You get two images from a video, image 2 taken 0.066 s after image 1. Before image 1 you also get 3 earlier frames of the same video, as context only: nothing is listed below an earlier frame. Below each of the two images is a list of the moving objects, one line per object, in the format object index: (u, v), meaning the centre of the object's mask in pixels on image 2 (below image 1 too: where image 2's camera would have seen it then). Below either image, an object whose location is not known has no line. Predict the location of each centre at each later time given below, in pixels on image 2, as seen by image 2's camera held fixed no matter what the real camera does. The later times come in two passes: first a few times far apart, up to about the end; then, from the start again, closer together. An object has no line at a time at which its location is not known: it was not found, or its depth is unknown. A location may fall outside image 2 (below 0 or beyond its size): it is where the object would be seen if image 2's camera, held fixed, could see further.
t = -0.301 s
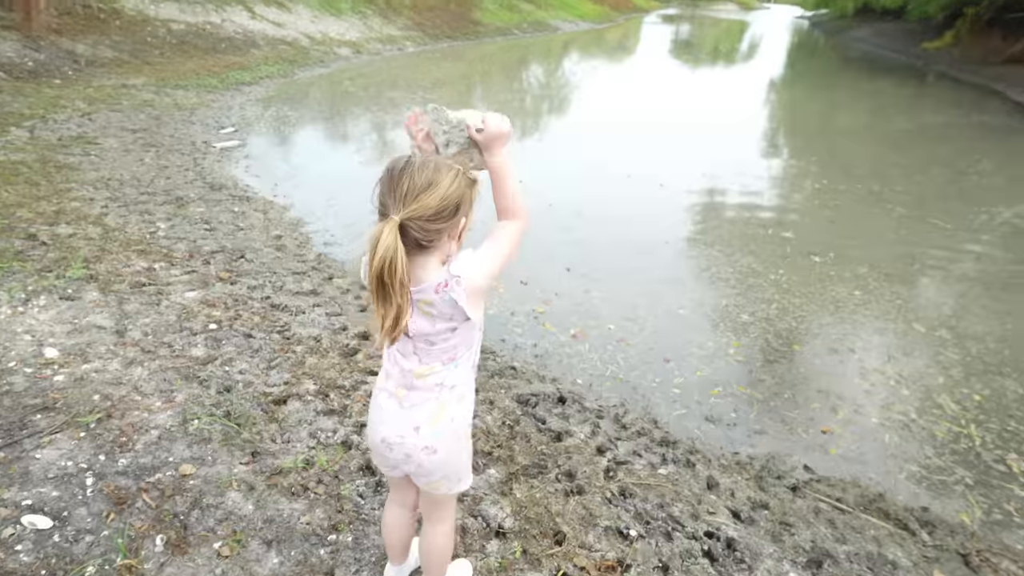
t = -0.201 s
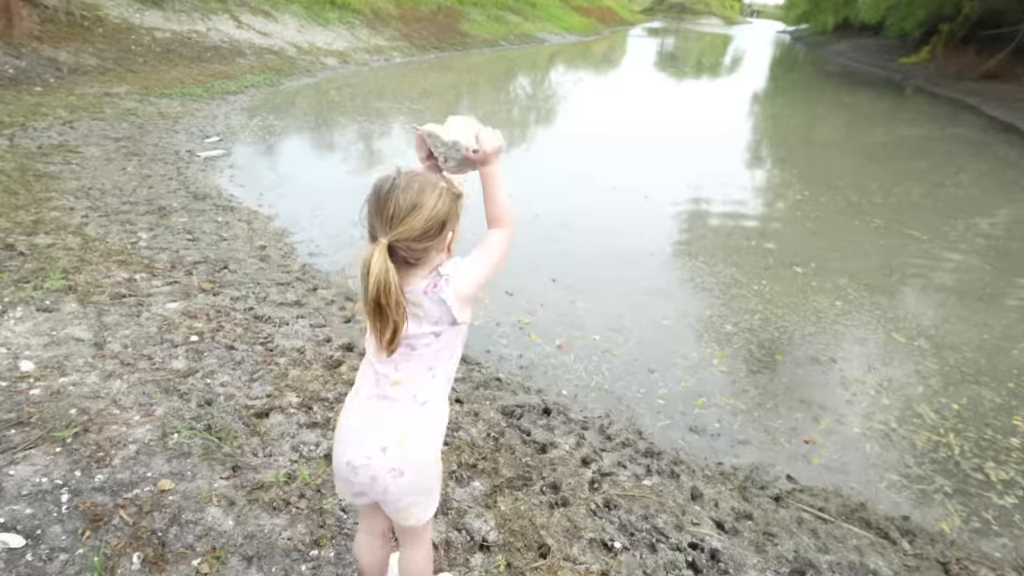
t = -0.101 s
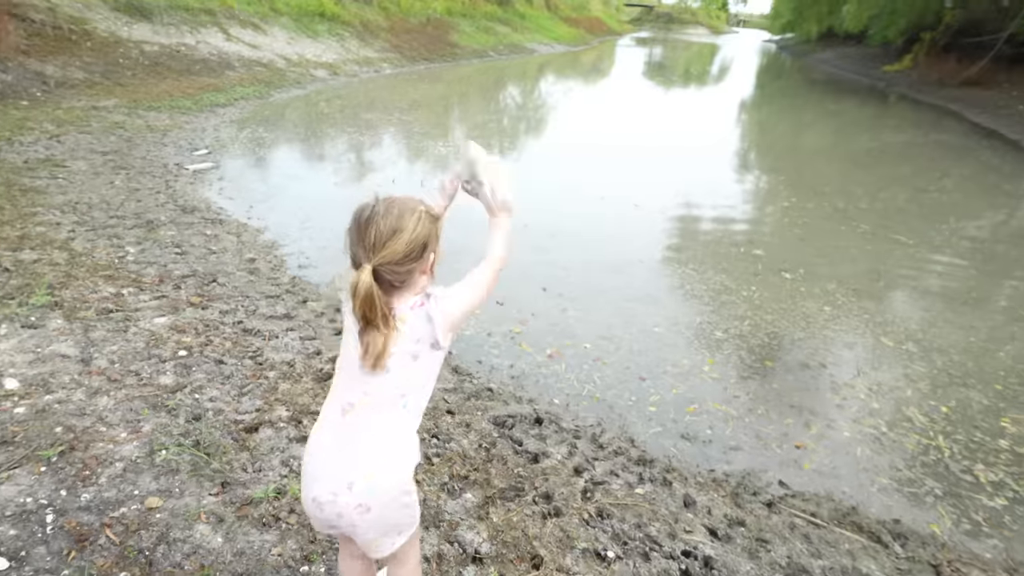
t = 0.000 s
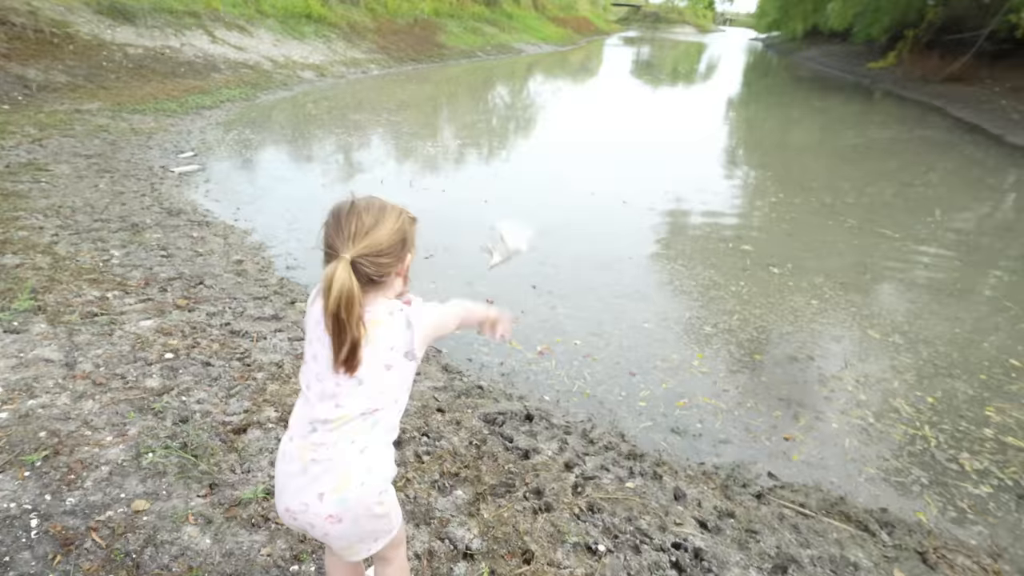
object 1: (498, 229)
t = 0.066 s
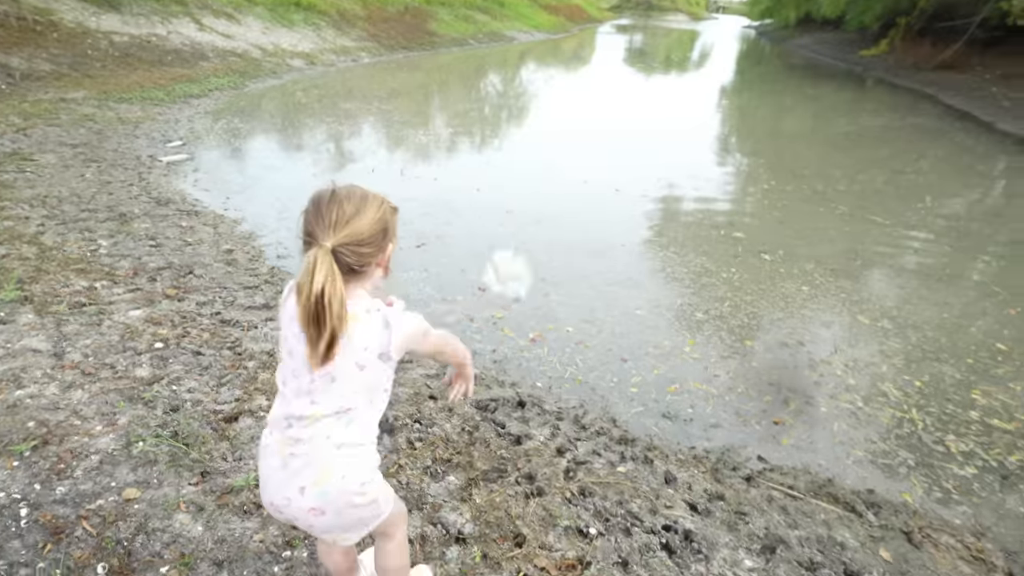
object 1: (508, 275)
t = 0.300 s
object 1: (533, 380)
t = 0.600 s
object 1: (533, 381)
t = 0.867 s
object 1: (533, 381)
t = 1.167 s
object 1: (532, 381)
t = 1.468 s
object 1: (532, 381)
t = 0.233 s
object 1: (530, 378)
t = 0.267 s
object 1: (532, 381)
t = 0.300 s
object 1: (533, 380)
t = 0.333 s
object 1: (533, 381)
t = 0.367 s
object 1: (533, 381)
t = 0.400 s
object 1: (533, 381)
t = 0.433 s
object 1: (533, 381)
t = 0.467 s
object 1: (533, 381)
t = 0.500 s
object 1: (533, 381)
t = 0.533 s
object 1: (533, 381)
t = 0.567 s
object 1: (533, 381)
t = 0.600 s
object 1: (533, 381)
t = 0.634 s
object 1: (533, 381)
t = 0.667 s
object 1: (533, 381)
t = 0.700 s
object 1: (533, 381)
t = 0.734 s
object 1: (533, 381)
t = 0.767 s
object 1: (533, 381)
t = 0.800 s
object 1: (533, 381)
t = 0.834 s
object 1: (533, 381)
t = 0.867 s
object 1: (533, 381)
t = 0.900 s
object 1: (533, 381)
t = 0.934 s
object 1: (533, 381)
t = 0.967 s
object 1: (532, 381)
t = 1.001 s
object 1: (533, 381)
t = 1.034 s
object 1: (532, 381)
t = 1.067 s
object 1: (532, 381)
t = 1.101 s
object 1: (532, 381)
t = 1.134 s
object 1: (532, 381)
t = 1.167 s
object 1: (532, 381)
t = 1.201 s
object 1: (532, 381)
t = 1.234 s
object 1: (532, 381)
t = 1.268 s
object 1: (532, 381)
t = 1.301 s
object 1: (532, 381)
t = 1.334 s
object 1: (532, 381)
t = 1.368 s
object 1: (532, 381)
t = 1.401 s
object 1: (532, 381)
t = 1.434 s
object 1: (532, 381)
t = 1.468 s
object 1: (532, 381)
